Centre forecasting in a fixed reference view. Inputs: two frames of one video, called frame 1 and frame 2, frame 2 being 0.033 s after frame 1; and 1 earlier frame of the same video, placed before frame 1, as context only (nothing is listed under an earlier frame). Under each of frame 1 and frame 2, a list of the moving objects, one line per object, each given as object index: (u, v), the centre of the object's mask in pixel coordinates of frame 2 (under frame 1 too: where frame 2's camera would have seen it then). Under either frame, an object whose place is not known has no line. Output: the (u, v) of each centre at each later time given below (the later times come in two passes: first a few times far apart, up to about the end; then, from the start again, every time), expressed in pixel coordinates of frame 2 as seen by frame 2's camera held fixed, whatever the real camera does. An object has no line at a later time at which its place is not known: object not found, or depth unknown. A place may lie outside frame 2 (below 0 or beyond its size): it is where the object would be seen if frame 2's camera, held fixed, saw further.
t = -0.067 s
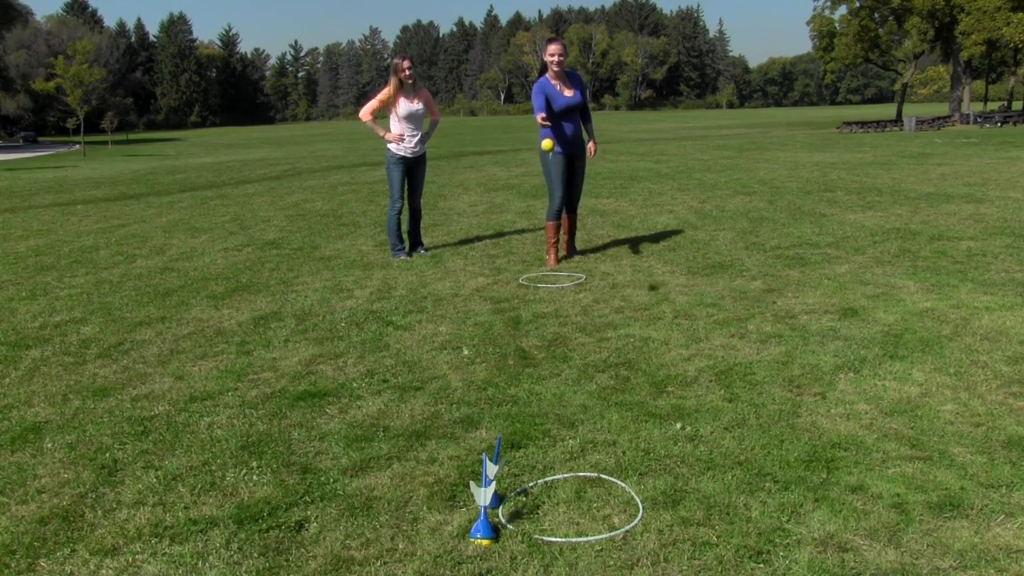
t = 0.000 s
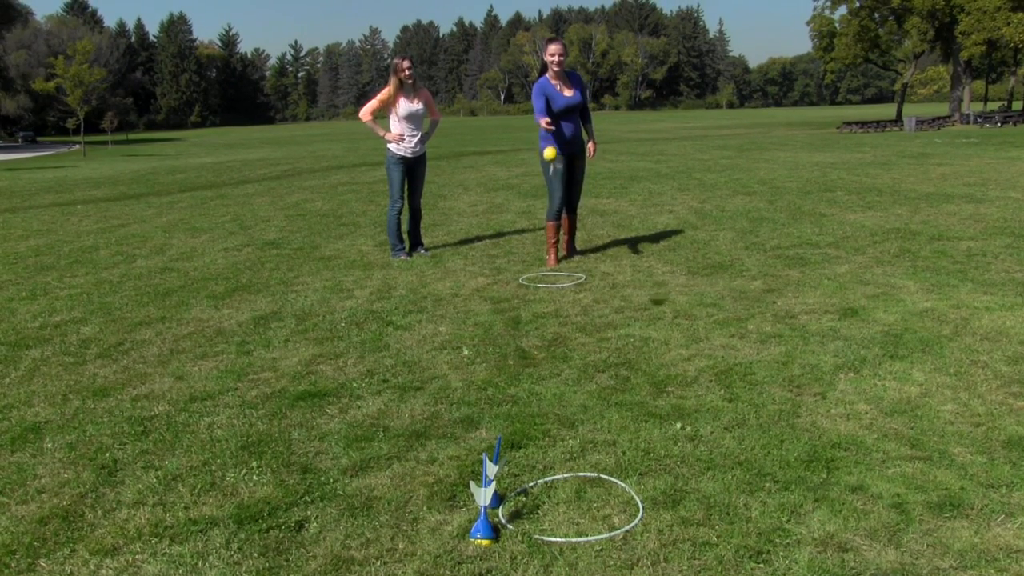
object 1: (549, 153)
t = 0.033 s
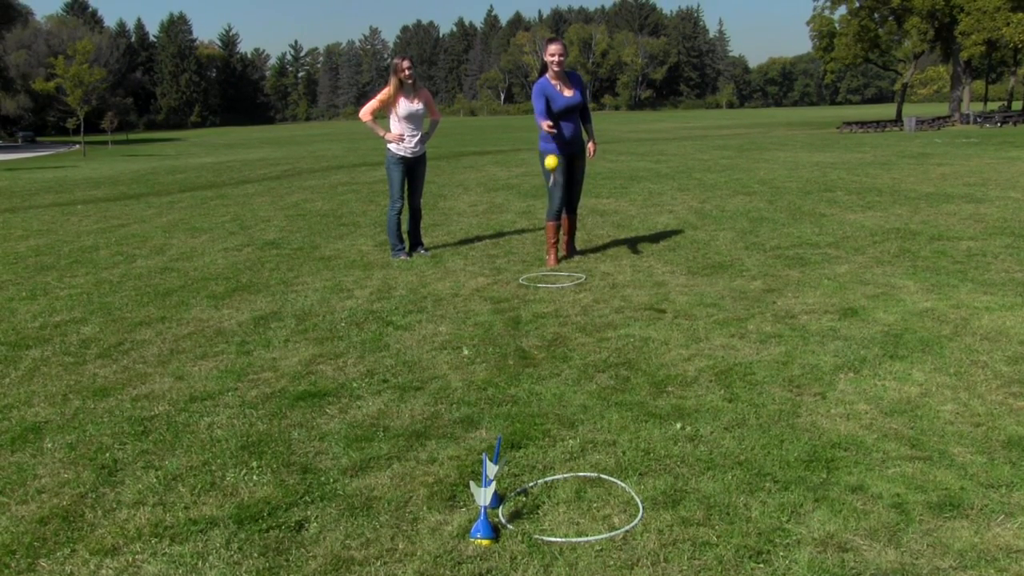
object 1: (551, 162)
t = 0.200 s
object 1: (559, 261)
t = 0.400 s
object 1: (566, 483)
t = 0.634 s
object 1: (529, 453)
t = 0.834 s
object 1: (471, 557)
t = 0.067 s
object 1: (552, 174)
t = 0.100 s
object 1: (554, 189)
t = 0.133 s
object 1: (556, 209)
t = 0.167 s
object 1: (558, 233)
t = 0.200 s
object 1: (559, 261)
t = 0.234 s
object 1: (561, 297)
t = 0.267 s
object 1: (562, 339)
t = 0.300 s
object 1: (564, 387)
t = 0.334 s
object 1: (562, 441)
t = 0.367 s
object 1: (557, 465)
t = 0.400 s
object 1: (566, 483)
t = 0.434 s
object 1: (568, 494)
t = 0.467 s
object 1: (571, 477)
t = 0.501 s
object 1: (573, 457)
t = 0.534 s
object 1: (571, 446)
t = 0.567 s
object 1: (561, 441)
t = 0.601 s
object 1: (549, 444)
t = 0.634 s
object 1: (529, 453)
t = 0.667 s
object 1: (510, 464)
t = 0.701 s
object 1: (500, 480)
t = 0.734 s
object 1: (491, 515)
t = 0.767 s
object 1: (483, 536)
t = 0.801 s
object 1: (478, 544)
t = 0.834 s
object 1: (471, 557)
